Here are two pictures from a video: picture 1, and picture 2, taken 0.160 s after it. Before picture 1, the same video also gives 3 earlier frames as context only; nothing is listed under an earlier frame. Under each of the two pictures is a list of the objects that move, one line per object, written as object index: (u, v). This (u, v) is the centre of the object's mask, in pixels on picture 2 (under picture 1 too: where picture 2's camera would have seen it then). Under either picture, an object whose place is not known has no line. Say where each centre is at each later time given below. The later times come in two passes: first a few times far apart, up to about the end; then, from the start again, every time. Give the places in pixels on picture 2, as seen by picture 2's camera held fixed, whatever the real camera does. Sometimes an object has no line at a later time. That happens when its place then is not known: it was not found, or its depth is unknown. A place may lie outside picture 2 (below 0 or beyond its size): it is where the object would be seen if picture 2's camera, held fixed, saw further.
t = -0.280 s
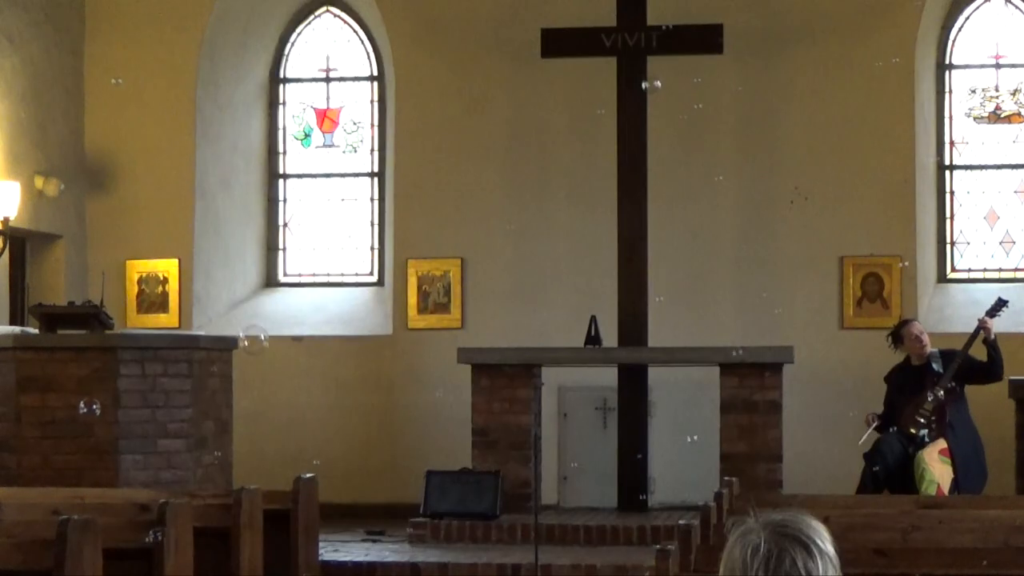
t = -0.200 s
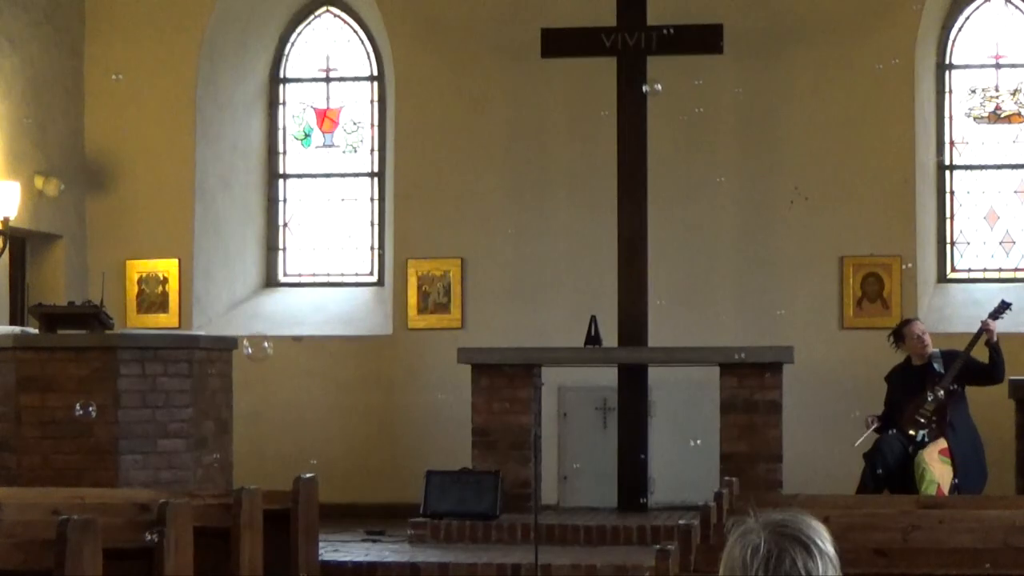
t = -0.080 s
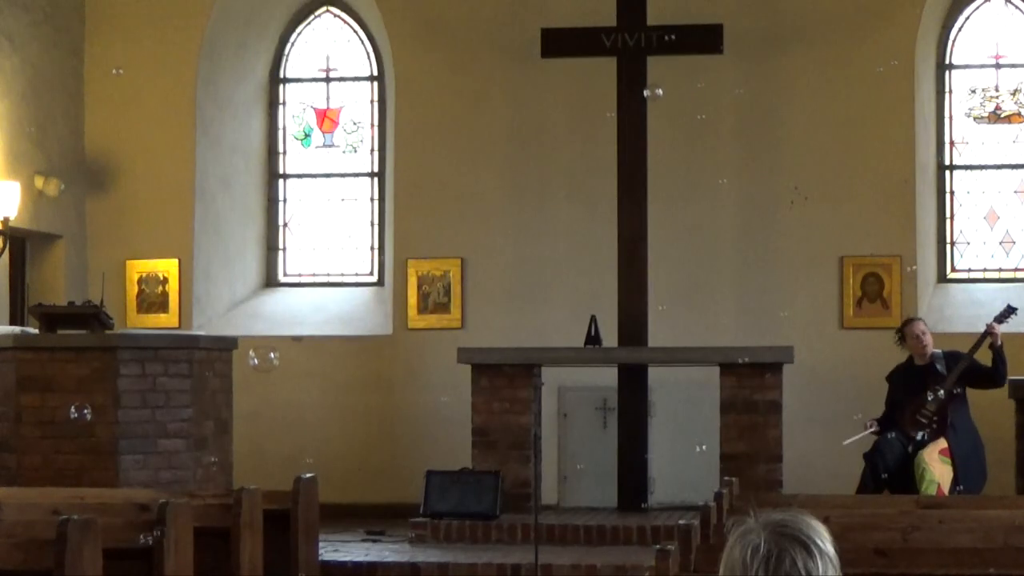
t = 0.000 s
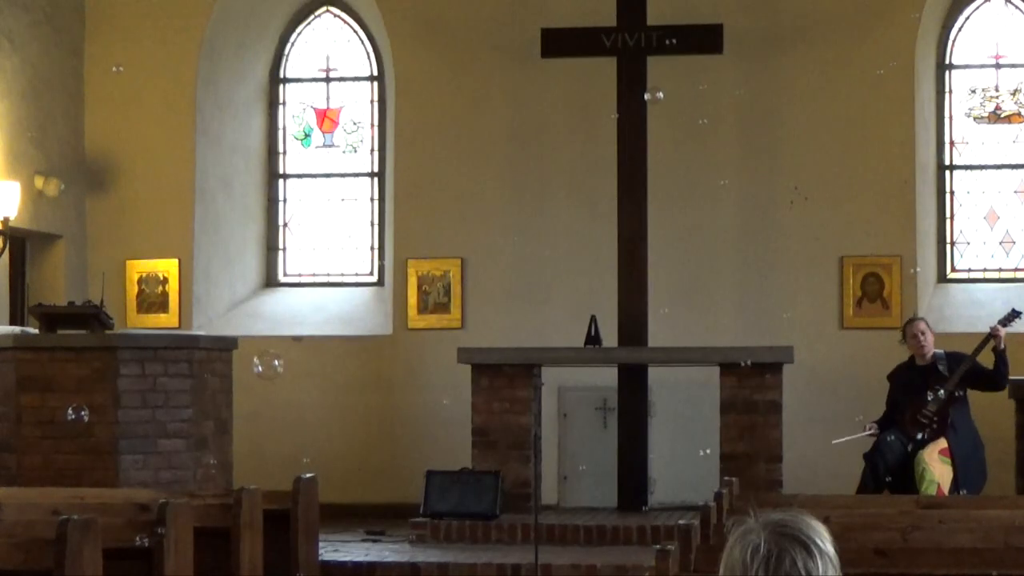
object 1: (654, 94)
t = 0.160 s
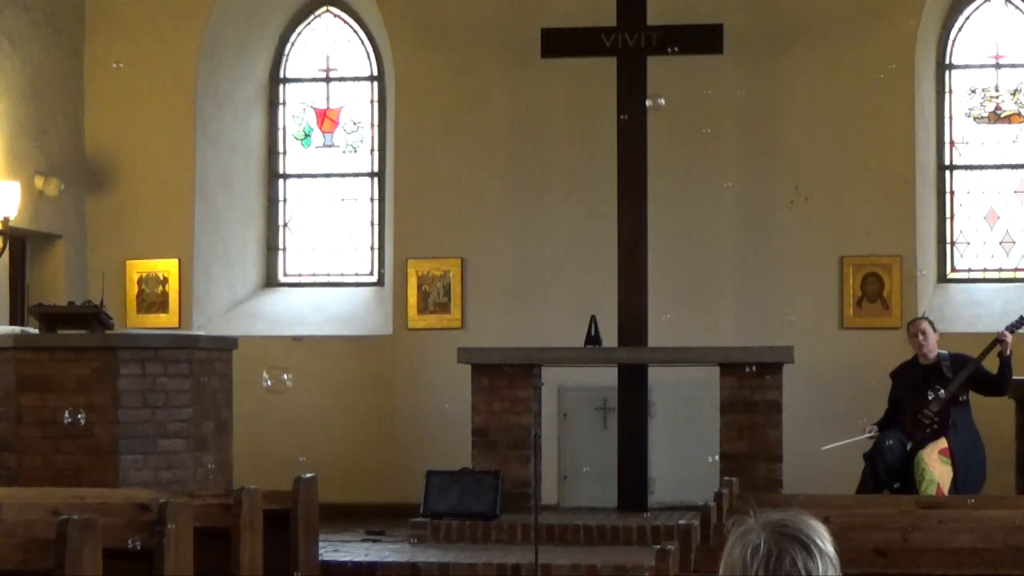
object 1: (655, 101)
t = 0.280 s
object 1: (656, 106)
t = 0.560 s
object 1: (658, 118)
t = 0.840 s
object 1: (662, 129)
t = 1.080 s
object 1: (664, 139)
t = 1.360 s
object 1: (666, 150)
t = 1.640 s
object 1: (668, 161)
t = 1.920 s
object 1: (670, 171)
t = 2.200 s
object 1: (671, 180)
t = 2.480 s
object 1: (672, 190)
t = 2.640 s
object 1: (672, 196)
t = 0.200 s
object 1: (656, 102)
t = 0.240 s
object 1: (656, 104)
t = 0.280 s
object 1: (656, 106)
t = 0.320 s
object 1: (657, 107)
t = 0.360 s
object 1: (657, 109)
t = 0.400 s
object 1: (657, 111)
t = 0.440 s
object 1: (657, 113)
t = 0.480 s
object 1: (658, 114)
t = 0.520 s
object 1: (657, 116)
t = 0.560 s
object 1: (658, 118)
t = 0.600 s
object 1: (659, 119)
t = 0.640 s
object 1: (659, 120)
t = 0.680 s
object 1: (660, 122)
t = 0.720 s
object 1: (661, 123)
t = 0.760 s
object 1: (661, 125)
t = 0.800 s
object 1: (661, 127)
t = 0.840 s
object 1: (662, 129)
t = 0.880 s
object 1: (662, 131)
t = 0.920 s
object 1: (663, 132)
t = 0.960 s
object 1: (663, 134)
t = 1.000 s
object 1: (663, 136)
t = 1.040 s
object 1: (664, 137)
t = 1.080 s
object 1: (664, 139)
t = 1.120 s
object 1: (665, 140)
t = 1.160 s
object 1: (665, 142)
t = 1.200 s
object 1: (665, 144)
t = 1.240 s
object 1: (666, 145)
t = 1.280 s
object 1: (666, 147)
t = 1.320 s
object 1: (666, 148)
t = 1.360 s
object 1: (666, 150)
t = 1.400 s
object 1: (667, 152)
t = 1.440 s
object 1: (667, 153)
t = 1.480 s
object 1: (667, 155)
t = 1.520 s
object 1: (667, 156)
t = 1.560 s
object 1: (667, 158)
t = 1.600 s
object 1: (668, 159)
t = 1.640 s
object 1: (668, 161)
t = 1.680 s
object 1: (669, 162)
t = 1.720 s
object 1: (669, 164)
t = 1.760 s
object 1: (669, 165)
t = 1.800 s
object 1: (669, 167)
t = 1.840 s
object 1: (669, 168)
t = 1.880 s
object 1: (669, 169)
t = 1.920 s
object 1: (670, 171)
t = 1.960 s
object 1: (670, 172)
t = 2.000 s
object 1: (670, 173)
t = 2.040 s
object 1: (670, 175)
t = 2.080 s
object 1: (670, 176)
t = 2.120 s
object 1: (671, 177)
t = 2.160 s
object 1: (671, 179)
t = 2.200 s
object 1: (671, 180)
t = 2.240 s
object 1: (671, 182)
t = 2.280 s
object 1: (672, 183)
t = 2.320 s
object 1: (672, 184)
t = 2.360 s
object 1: (672, 186)
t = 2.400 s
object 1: (672, 187)
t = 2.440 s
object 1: (672, 189)
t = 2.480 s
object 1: (672, 190)
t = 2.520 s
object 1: (672, 191)
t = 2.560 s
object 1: (672, 193)
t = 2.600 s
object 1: (673, 194)
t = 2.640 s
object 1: (672, 196)
